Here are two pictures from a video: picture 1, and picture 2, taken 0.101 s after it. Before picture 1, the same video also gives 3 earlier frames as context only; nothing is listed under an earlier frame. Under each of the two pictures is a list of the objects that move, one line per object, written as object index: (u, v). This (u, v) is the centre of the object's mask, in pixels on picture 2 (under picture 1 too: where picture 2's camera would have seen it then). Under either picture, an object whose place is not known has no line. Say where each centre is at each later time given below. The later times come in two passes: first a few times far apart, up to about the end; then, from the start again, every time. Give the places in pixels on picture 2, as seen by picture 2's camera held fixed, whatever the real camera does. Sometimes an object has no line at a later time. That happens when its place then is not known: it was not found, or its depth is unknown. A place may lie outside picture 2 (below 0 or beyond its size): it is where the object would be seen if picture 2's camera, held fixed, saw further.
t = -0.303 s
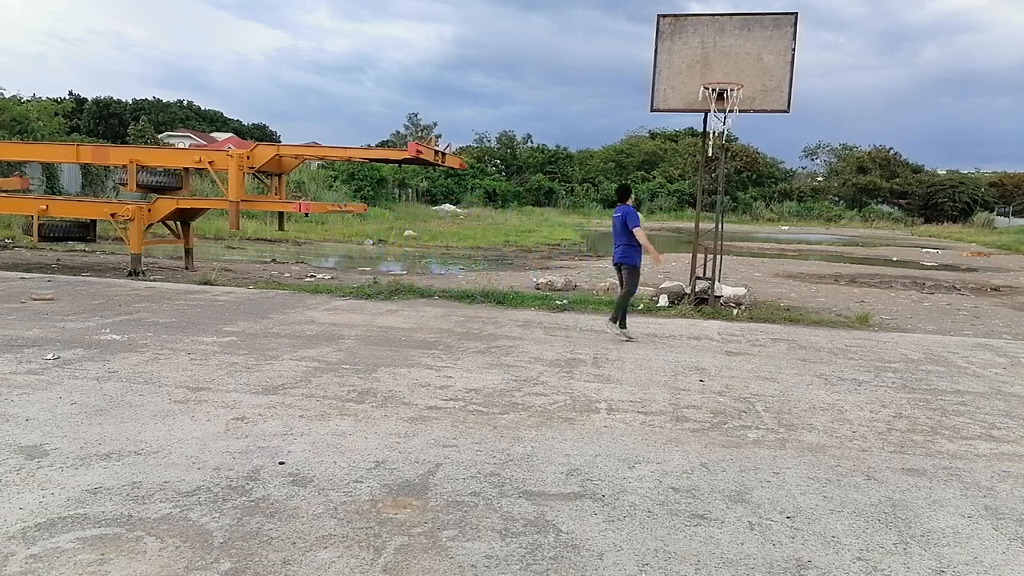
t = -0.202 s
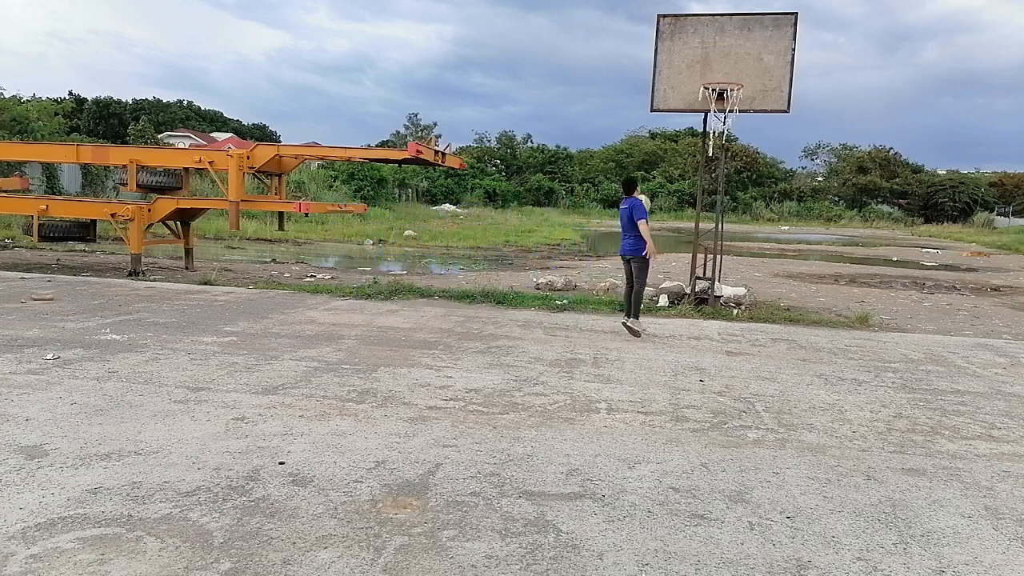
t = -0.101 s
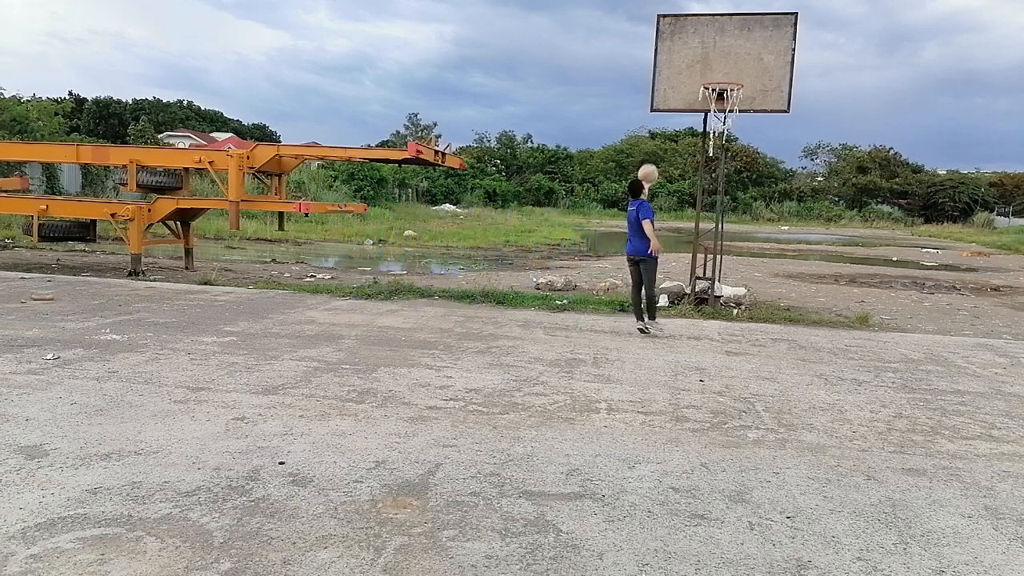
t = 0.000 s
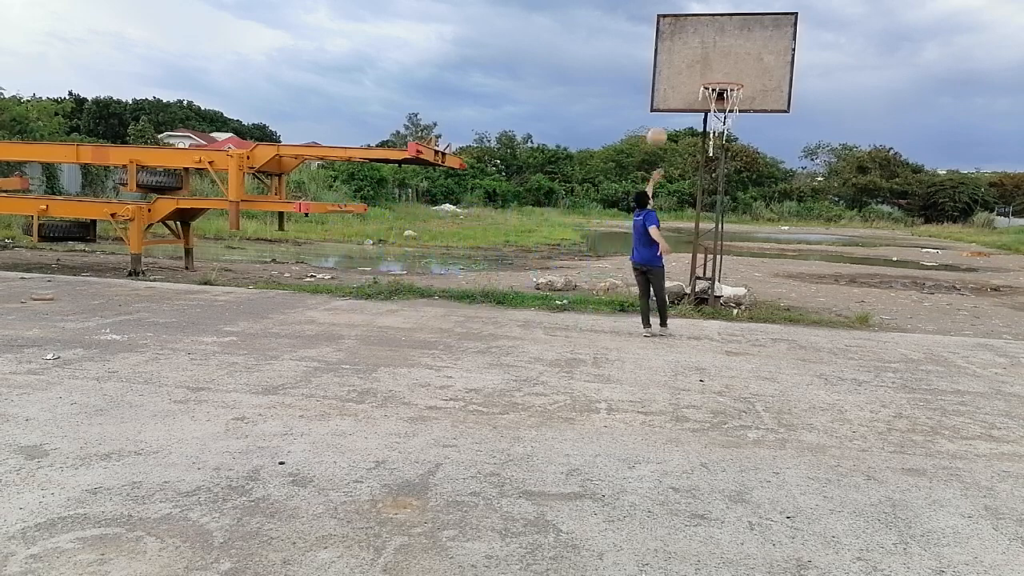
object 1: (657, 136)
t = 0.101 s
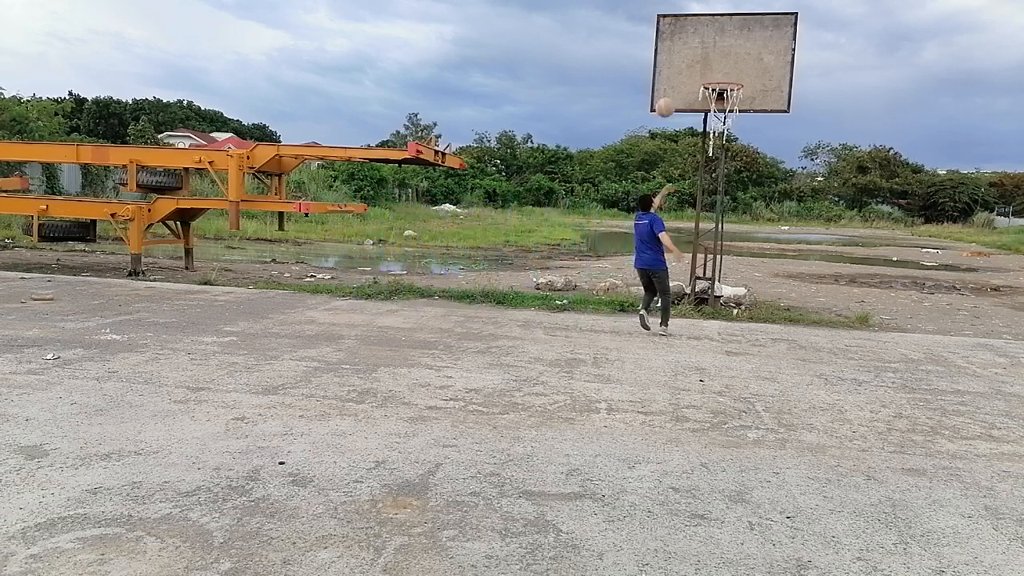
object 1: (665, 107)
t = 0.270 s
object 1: (677, 77)
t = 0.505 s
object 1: (693, 58)
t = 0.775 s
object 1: (706, 70)
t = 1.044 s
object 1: (716, 80)
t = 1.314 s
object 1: (721, 164)
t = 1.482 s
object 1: (722, 238)
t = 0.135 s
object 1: (668, 99)
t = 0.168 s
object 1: (670, 93)
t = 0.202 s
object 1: (673, 87)
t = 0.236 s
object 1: (675, 82)
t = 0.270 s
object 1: (677, 77)
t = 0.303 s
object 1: (680, 74)
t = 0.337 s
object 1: (682, 72)
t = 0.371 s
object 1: (685, 67)
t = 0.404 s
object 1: (686, 63)
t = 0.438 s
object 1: (688, 60)
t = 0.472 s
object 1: (691, 58)
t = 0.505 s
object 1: (693, 58)
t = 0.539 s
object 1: (694, 58)
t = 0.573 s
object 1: (696, 59)
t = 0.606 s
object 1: (698, 61)
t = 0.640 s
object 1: (700, 64)
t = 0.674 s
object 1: (701, 68)
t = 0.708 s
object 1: (703, 73)
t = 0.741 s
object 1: (704, 72)
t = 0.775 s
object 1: (706, 70)
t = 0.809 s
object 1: (708, 69)
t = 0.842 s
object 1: (709, 69)
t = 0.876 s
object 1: (710, 70)
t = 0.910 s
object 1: (712, 72)
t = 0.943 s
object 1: (713, 74)
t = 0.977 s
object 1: (713, 76)
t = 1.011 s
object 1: (714, 78)
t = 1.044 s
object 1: (716, 80)
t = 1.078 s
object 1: (718, 95)
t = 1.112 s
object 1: (719, 101)
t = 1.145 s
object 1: (719, 109)
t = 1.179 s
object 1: (719, 117)
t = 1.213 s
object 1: (723, 129)
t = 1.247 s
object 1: (721, 140)
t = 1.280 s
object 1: (721, 152)
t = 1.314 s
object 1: (721, 164)
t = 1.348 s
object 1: (721, 178)
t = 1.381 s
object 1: (722, 192)
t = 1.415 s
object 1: (722, 207)
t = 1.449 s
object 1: (722, 222)
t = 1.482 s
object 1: (722, 238)
